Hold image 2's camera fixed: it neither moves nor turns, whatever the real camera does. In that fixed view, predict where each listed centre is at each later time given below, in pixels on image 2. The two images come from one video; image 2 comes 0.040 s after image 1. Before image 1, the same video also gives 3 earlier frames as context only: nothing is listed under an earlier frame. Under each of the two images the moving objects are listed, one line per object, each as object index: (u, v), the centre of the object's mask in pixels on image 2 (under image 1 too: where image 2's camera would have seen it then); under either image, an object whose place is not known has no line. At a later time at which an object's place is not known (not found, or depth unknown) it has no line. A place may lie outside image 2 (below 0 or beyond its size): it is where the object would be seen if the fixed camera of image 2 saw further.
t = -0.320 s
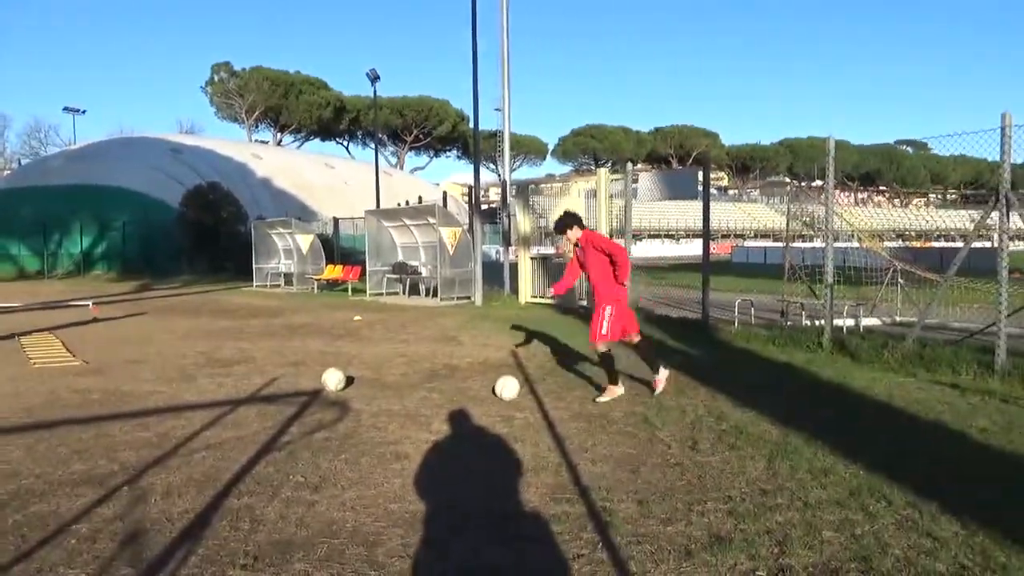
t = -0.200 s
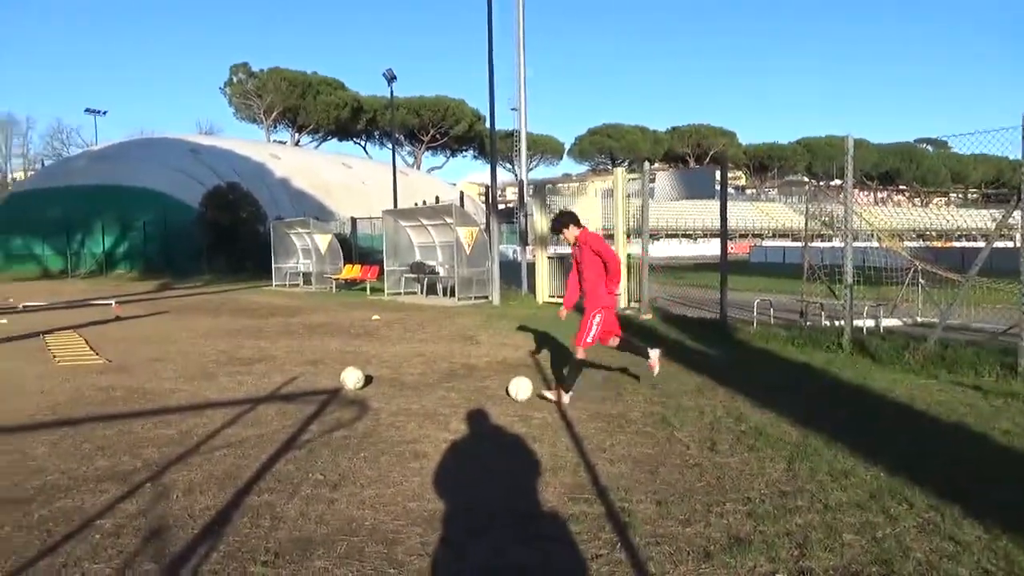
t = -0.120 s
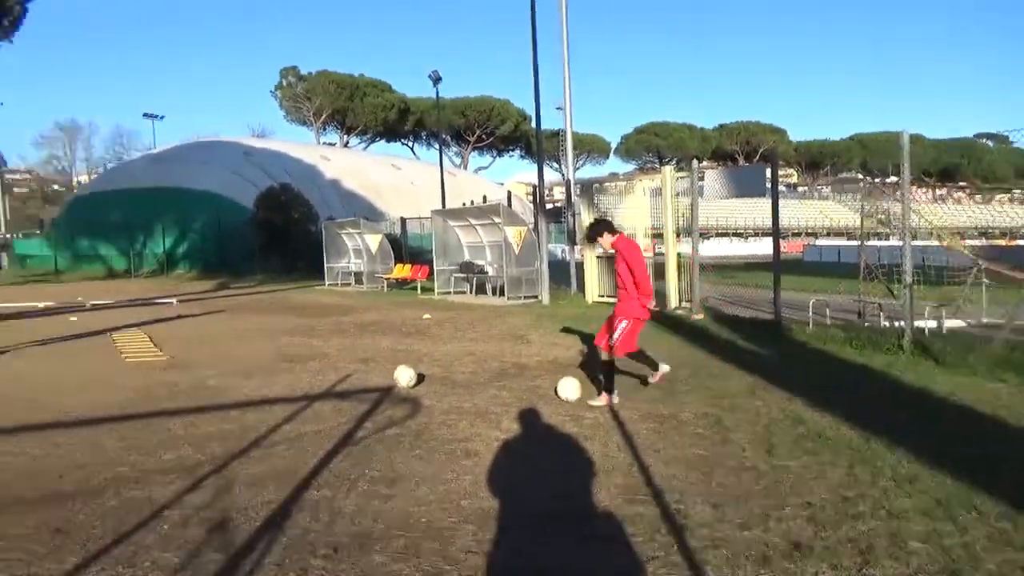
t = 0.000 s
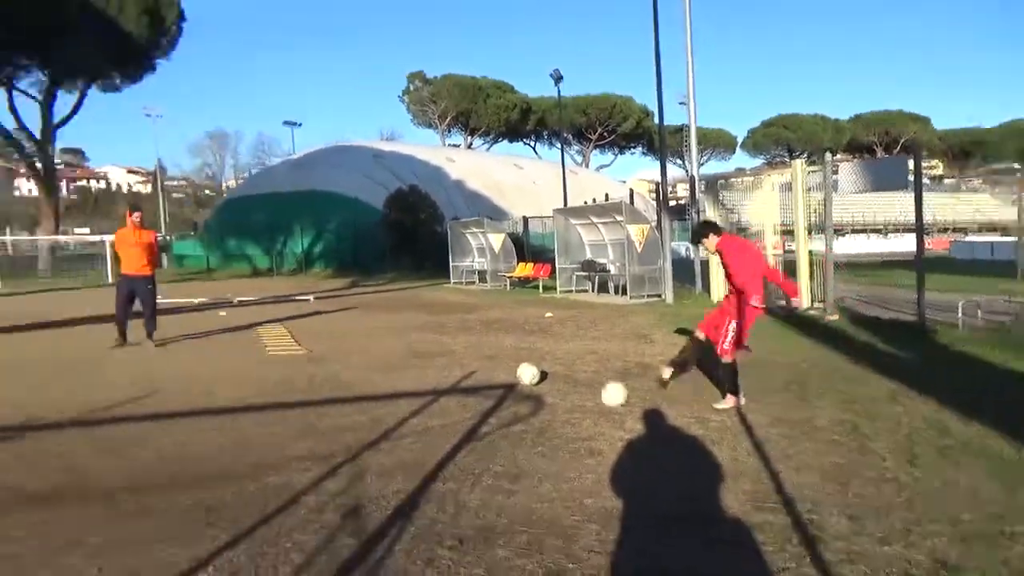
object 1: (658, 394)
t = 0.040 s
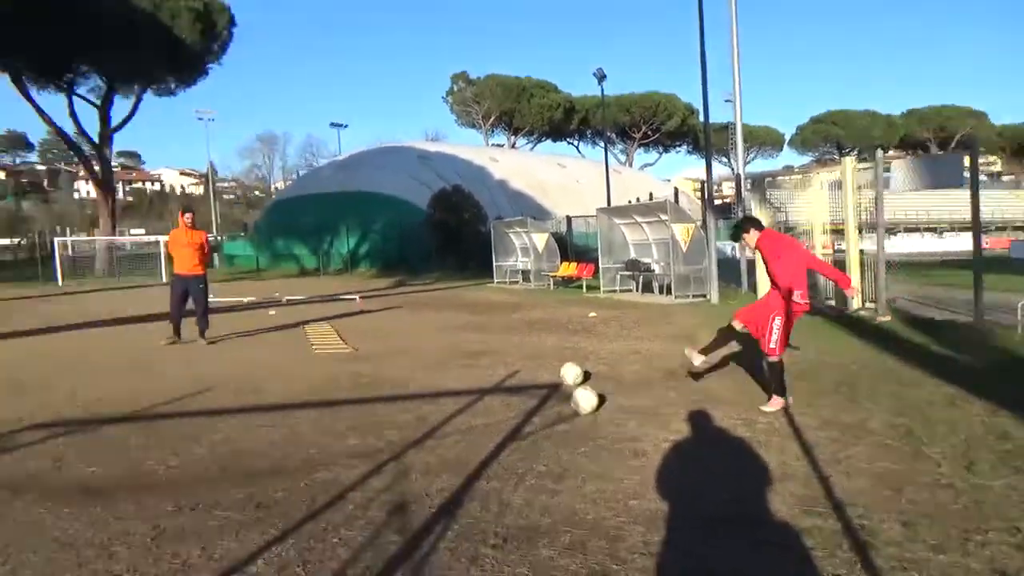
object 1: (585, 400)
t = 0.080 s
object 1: (508, 404)
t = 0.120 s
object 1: (433, 408)
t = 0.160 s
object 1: (356, 413)
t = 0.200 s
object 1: (280, 417)
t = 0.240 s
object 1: (207, 416)
